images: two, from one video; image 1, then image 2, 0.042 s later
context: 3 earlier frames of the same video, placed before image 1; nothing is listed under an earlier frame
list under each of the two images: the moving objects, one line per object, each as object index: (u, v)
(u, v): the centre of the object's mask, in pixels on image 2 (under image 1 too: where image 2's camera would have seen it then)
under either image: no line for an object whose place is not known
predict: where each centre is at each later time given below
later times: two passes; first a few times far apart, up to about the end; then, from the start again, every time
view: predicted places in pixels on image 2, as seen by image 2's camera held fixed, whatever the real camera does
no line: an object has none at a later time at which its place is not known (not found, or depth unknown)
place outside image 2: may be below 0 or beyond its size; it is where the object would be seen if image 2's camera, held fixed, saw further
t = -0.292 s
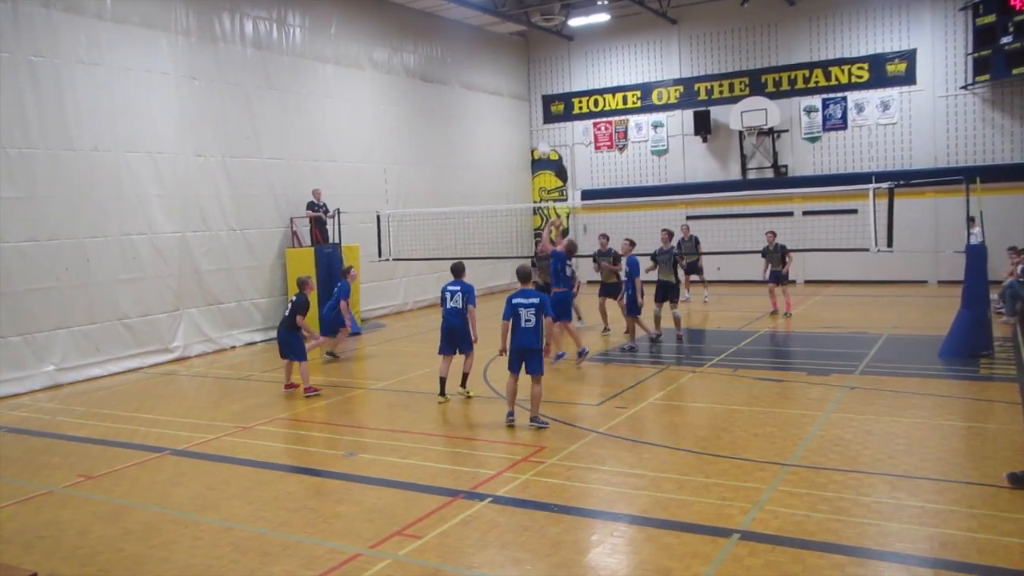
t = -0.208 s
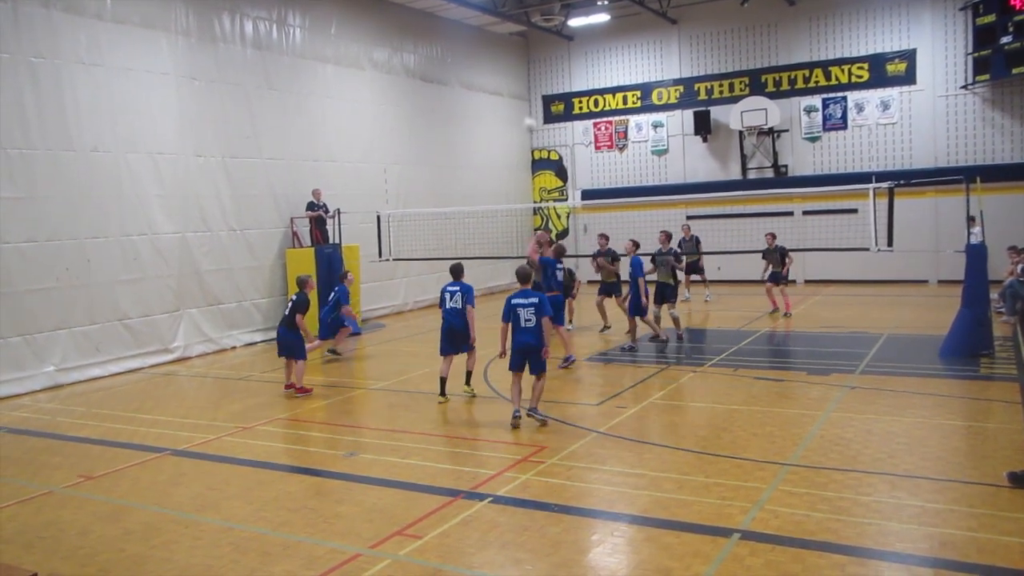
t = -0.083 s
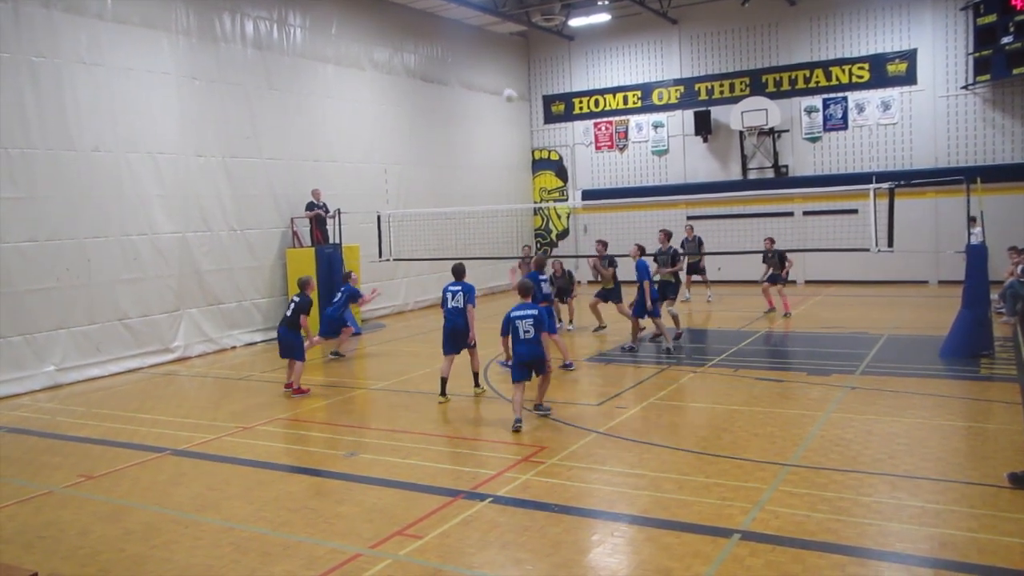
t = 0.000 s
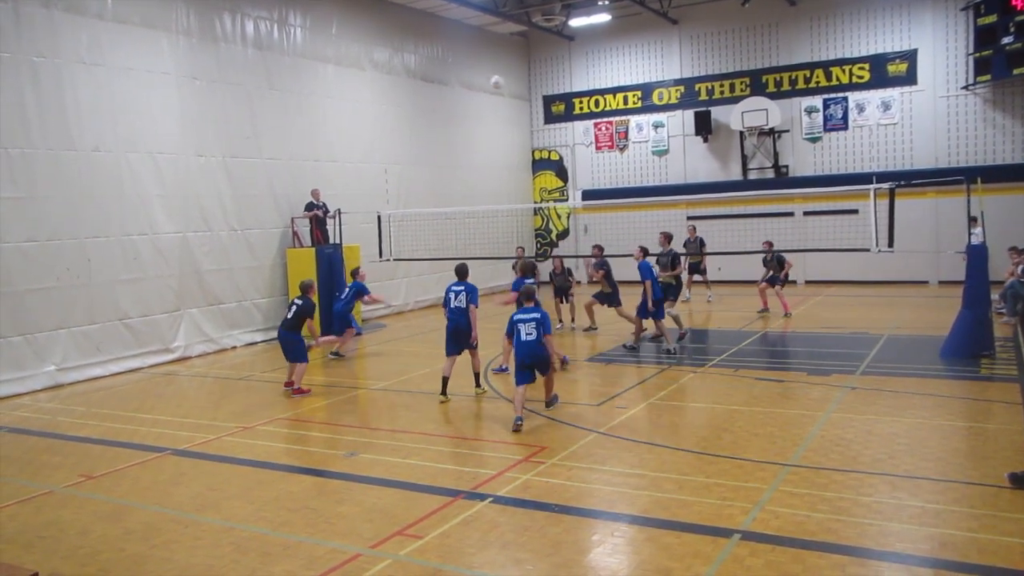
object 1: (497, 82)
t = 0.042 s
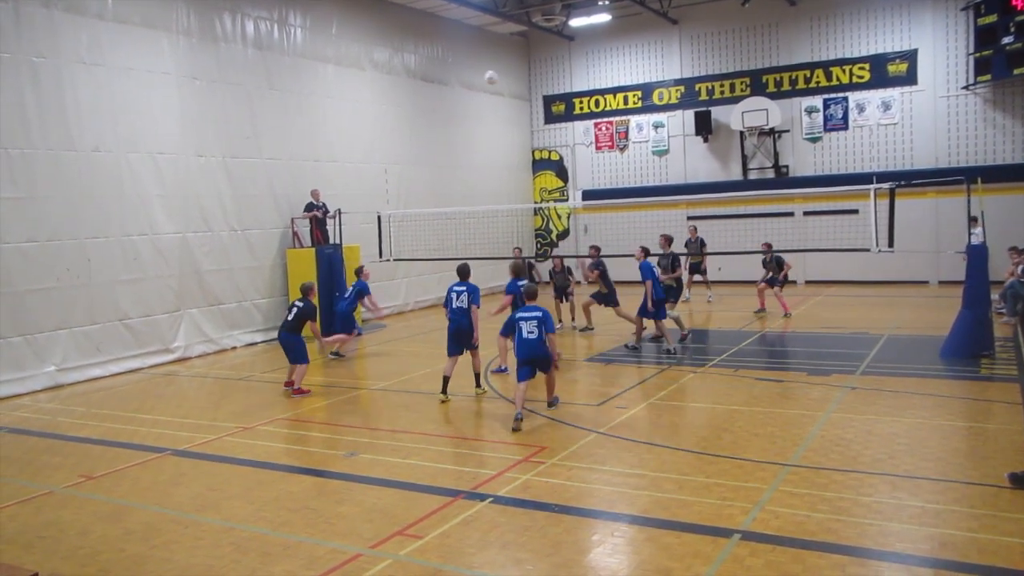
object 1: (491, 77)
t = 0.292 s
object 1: (456, 71)
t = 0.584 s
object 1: (422, 111)
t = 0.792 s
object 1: (404, 165)
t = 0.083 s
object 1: (484, 73)
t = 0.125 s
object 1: (479, 71)
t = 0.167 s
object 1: (473, 69)
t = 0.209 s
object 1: (467, 69)
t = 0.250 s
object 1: (461, 70)
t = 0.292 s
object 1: (456, 71)
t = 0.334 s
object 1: (451, 73)
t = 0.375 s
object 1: (445, 77)
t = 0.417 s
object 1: (440, 82)
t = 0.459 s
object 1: (436, 88)
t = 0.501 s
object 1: (431, 95)
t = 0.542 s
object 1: (427, 102)
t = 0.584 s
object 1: (422, 111)
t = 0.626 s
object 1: (419, 120)
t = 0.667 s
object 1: (415, 130)
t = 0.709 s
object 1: (411, 142)
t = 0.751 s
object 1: (407, 153)
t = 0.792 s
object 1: (404, 165)
